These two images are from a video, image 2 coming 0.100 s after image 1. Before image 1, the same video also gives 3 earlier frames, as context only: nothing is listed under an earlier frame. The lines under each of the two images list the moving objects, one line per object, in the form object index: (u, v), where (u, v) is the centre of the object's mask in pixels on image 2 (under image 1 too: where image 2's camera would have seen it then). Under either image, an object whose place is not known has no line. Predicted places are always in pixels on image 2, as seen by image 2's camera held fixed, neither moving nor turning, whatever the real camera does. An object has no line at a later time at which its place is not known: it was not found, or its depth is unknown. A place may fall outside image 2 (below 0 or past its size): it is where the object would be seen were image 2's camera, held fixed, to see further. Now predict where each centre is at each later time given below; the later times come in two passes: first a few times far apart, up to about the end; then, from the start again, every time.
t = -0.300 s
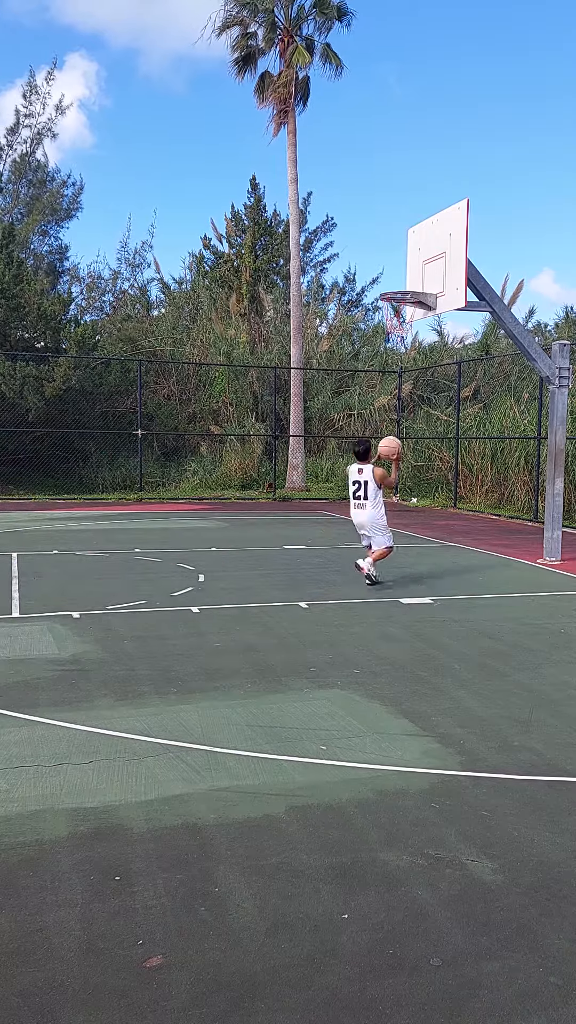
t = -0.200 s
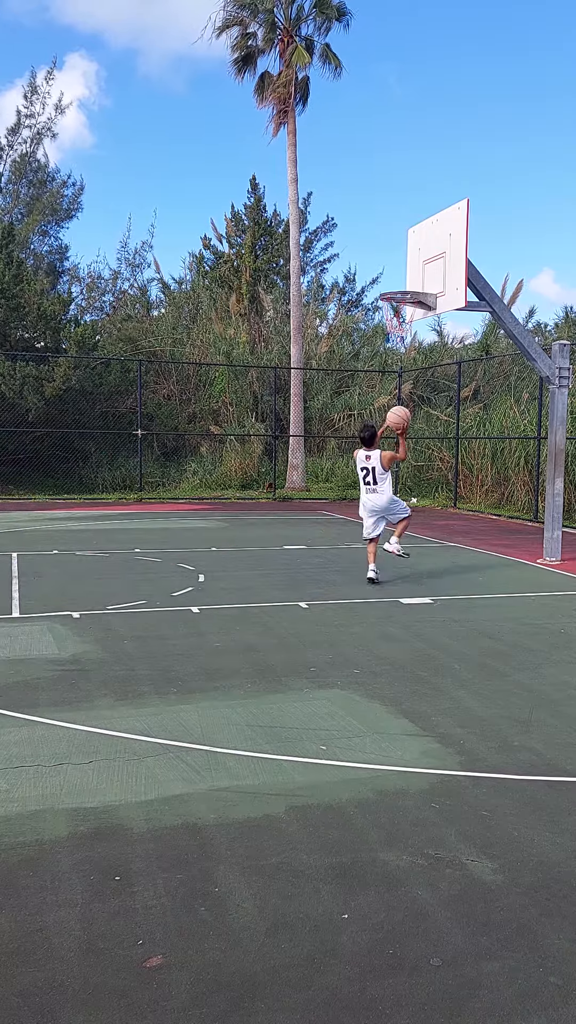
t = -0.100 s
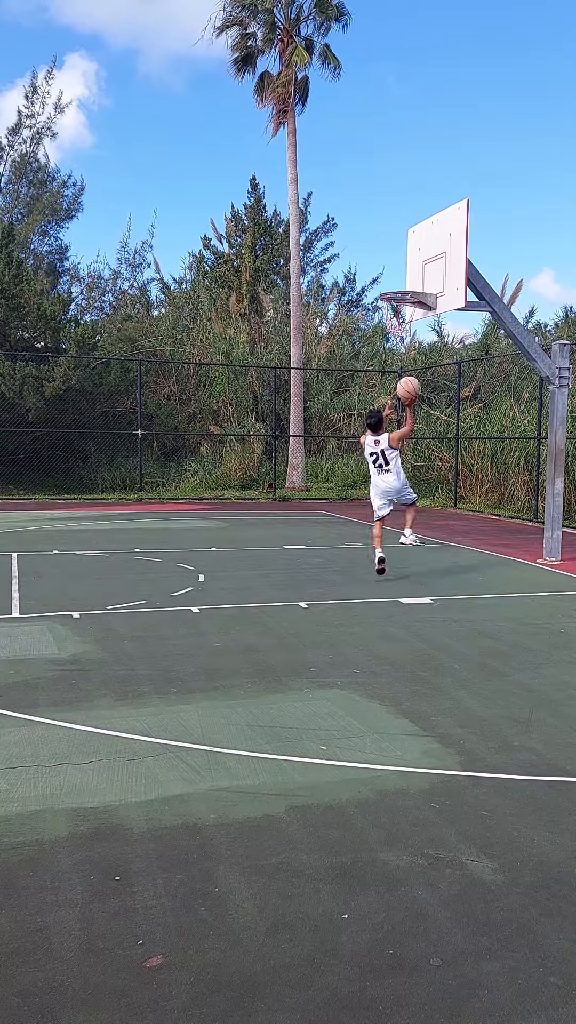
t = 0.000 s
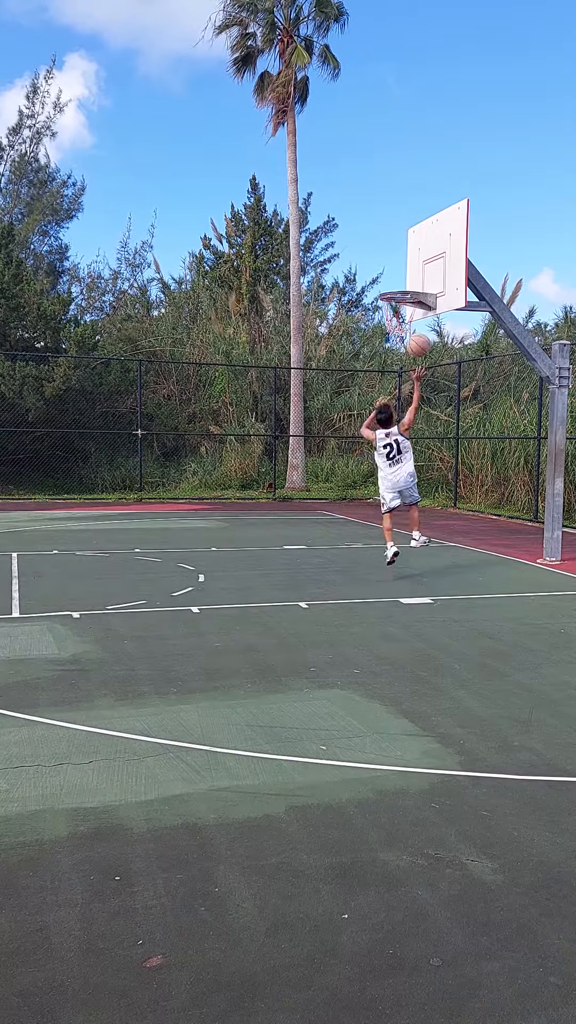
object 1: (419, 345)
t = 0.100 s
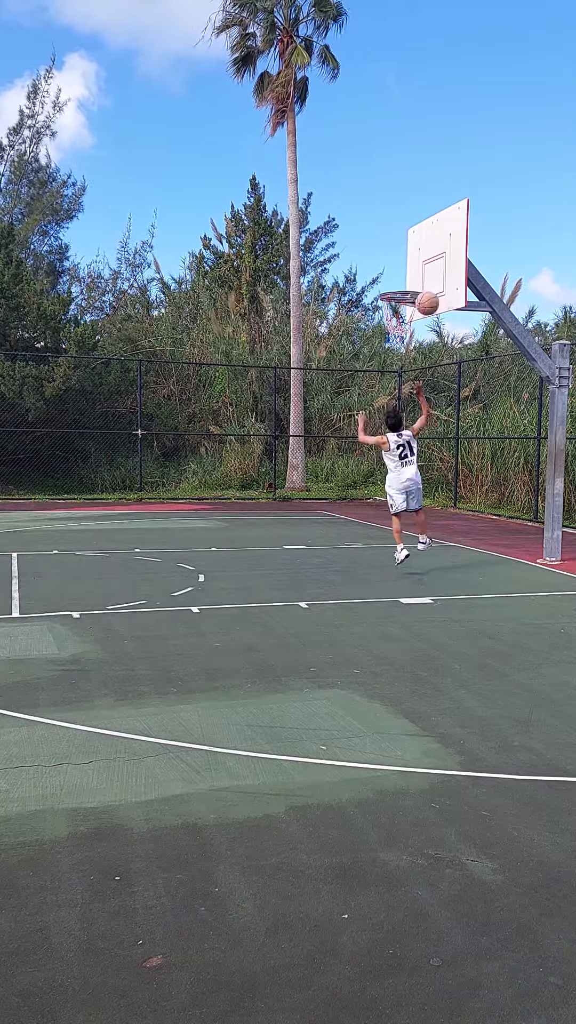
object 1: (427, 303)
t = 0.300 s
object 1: (440, 255)
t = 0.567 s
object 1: (402, 260)
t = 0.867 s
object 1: (379, 259)
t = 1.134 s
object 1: (369, 280)
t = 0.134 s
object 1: (430, 292)
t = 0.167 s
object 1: (433, 282)
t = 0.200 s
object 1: (435, 273)
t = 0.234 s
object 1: (438, 265)
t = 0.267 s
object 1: (441, 259)
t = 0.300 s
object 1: (440, 255)
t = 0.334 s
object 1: (435, 251)
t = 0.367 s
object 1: (430, 249)
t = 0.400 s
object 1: (425, 248)
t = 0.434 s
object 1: (420, 249)
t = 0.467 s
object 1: (416, 250)
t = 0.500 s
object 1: (411, 253)
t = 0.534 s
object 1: (406, 256)
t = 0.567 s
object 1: (402, 260)
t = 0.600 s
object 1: (397, 266)
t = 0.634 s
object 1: (392, 272)
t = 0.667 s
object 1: (387, 279)
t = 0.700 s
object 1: (385, 279)
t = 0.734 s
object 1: (384, 273)
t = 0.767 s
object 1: (383, 268)
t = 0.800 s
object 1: (381, 265)
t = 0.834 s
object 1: (380, 262)
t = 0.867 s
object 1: (379, 259)
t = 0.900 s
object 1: (378, 259)
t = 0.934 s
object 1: (377, 259)
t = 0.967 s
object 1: (376, 260)
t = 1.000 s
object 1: (375, 262)
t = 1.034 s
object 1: (373, 265)
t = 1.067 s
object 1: (372, 269)
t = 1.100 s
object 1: (371, 275)
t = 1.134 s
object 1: (369, 280)
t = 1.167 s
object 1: (368, 288)
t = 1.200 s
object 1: (367, 296)
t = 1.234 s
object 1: (366, 305)
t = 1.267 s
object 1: (365, 315)
